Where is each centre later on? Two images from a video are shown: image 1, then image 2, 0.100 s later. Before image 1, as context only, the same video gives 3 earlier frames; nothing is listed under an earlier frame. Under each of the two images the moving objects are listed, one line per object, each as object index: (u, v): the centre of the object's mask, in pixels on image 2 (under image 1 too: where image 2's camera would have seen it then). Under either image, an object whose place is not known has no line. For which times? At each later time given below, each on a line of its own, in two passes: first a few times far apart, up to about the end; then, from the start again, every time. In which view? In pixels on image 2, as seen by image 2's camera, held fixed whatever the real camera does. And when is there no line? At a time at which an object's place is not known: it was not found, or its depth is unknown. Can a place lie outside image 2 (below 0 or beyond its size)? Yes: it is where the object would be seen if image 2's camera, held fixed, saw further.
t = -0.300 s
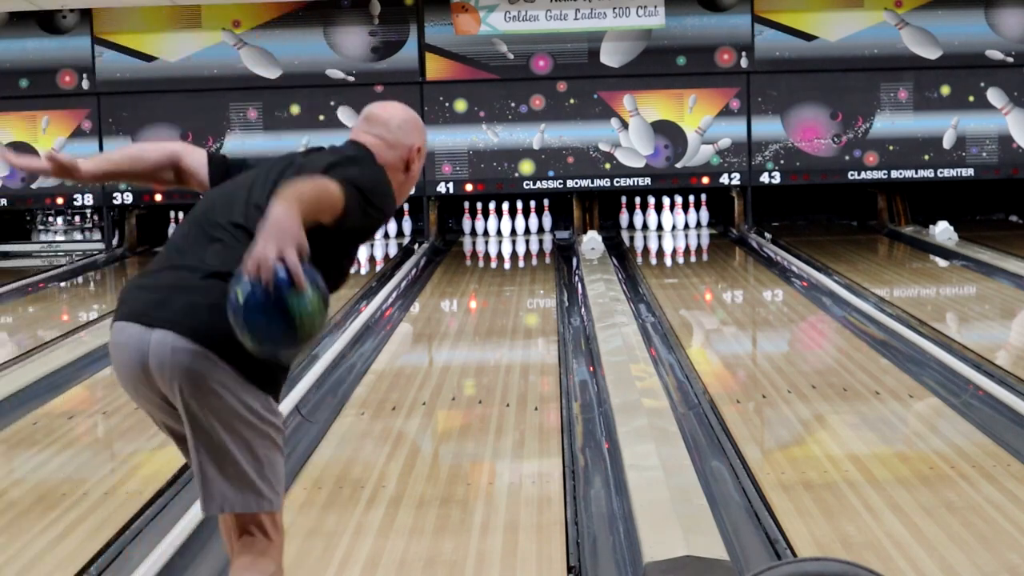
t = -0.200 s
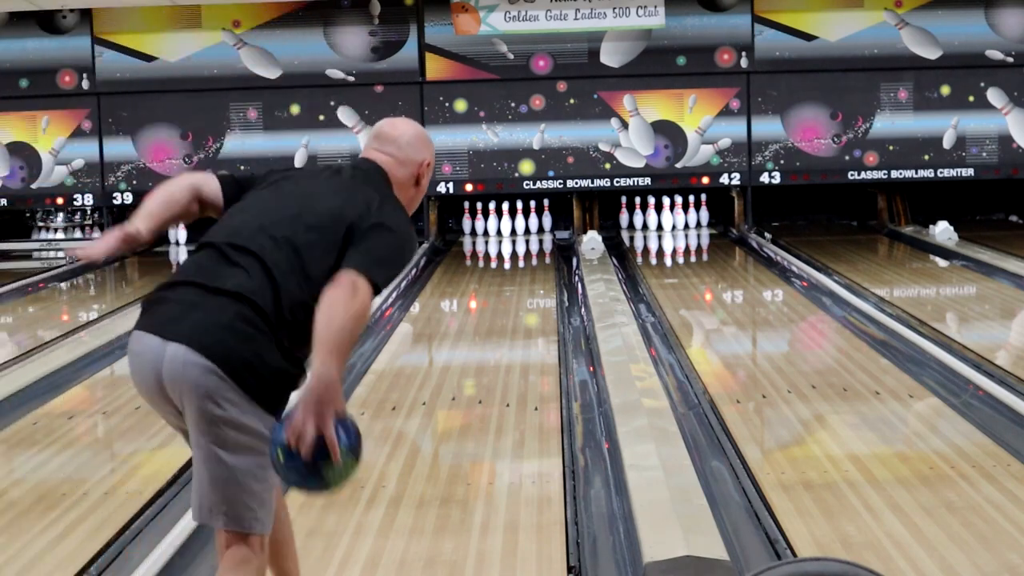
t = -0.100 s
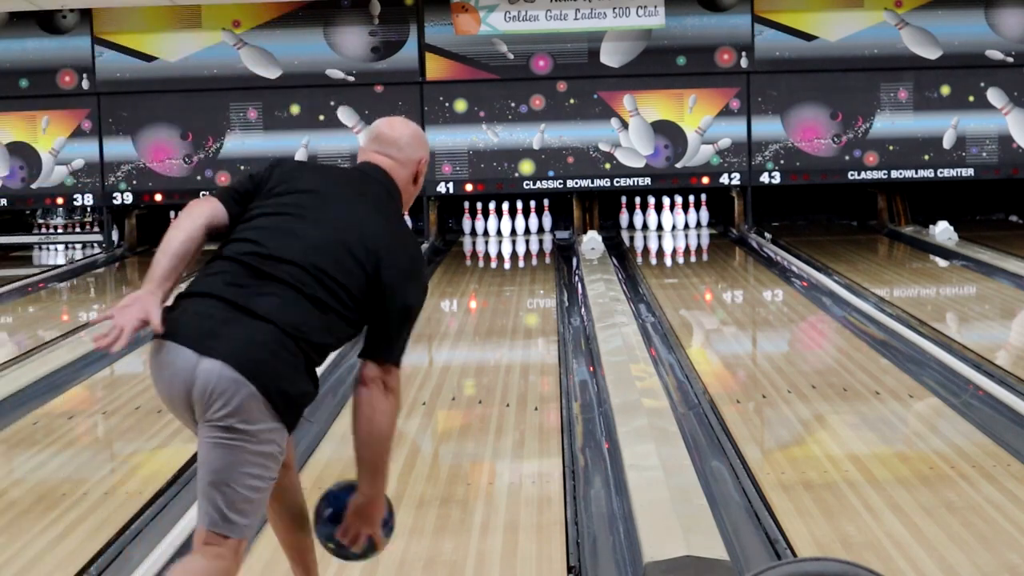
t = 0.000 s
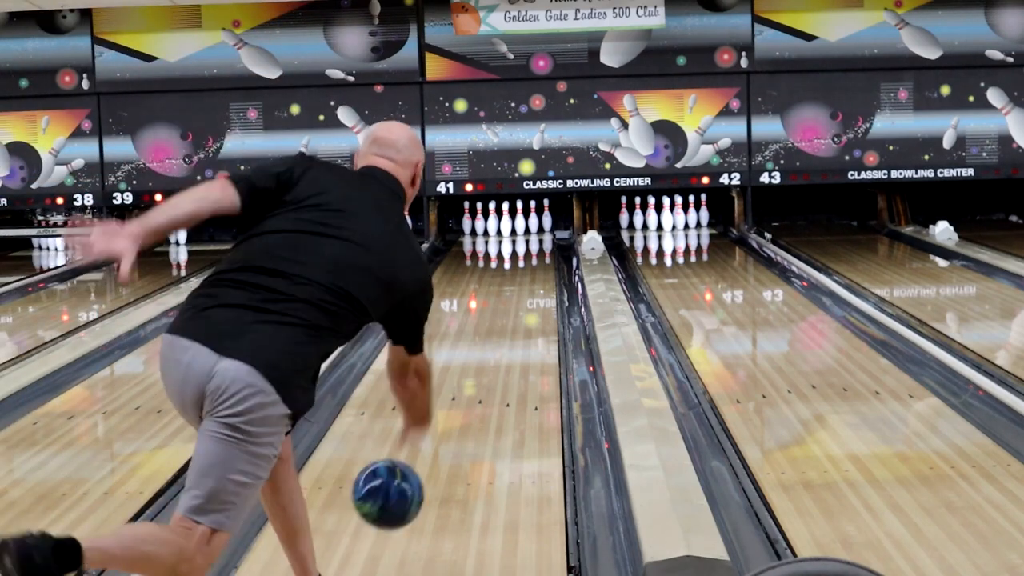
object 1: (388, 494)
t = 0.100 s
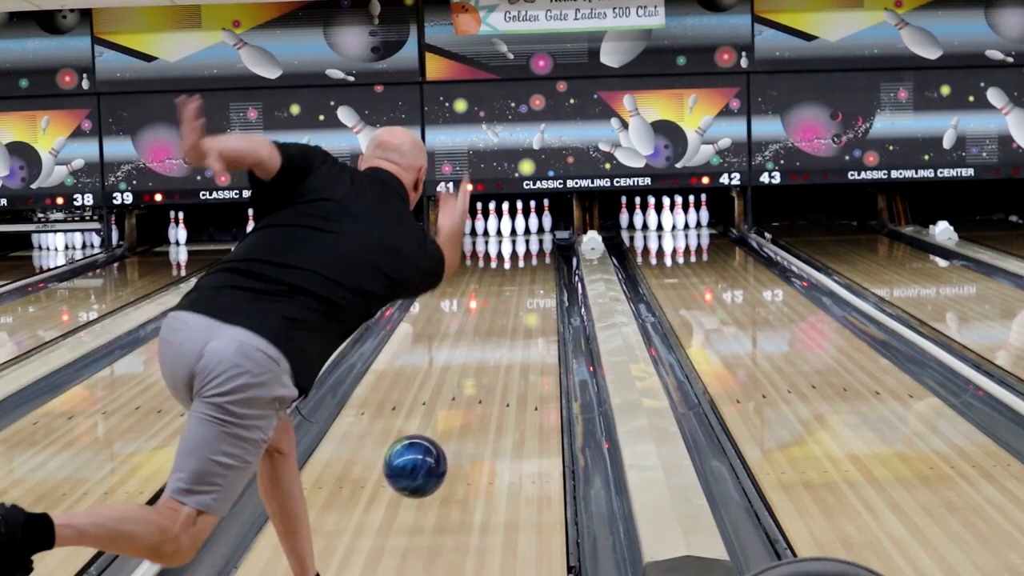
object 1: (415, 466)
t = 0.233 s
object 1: (444, 459)
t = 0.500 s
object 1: (482, 388)
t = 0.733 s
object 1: (503, 346)
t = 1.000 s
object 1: (520, 311)
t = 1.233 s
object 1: (529, 288)
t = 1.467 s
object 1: (536, 270)
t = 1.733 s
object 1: (538, 253)
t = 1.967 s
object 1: (534, 243)
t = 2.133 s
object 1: (528, 236)
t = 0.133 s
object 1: (423, 464)
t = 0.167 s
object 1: (431, 466)
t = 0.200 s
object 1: (438, 470)
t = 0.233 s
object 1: (444, 459)
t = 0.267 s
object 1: (450, 448)
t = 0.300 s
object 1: (455, 439)
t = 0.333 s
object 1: (460, 430)
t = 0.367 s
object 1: (465, 420)
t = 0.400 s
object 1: (470, 412)
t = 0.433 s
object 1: (474, 403)
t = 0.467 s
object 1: (478, 395)
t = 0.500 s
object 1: (482, 388)
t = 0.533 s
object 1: (485, 381)
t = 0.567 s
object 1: (489, 374)
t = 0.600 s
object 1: (492, 368)
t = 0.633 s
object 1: (495, 362)
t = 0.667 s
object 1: (498, 357)
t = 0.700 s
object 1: (500, 351)
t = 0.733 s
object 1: (503, 346)
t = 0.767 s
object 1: (505, 341)
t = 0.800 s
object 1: (508, 336)
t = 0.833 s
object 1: (510, 331)
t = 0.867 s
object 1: (512, 327)
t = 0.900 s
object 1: (514, 323)
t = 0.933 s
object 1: (516, 318)
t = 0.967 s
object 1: (518, 315)
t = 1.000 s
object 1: (520, 311)
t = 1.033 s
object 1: (521, 307)
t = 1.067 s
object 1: (523, 304)
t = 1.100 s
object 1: (524, 300)
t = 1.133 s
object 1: (526, 297)
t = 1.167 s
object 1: (527, 294)
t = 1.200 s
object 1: (528, 291)
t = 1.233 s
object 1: (529, 288)
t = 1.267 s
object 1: (530, 285)
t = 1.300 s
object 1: (531, 282)
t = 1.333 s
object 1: (533, 280)
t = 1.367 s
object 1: (533, 277)
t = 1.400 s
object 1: (534, 274)
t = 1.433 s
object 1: (535, 272)
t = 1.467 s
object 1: (536, 270)
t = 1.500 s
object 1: (536, 268)
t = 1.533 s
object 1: (537, 265)
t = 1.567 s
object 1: (538, 263)
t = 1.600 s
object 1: (537, 260)
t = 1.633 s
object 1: (537, 259)
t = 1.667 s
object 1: (537, 257)
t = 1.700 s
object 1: (538, 256)
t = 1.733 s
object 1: (538, 253)
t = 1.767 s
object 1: (538, 252)
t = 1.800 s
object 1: (537, 250)
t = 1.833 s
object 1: (537, 249)
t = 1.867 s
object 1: (535, 247)
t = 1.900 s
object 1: (535, 246)
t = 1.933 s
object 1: (535, 244)
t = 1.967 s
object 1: (534, 243)
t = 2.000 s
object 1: (533, 241)
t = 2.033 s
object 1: (532, 240)
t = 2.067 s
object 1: (530, 239)
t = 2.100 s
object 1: (529, 237)
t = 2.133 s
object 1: (528, 236)
